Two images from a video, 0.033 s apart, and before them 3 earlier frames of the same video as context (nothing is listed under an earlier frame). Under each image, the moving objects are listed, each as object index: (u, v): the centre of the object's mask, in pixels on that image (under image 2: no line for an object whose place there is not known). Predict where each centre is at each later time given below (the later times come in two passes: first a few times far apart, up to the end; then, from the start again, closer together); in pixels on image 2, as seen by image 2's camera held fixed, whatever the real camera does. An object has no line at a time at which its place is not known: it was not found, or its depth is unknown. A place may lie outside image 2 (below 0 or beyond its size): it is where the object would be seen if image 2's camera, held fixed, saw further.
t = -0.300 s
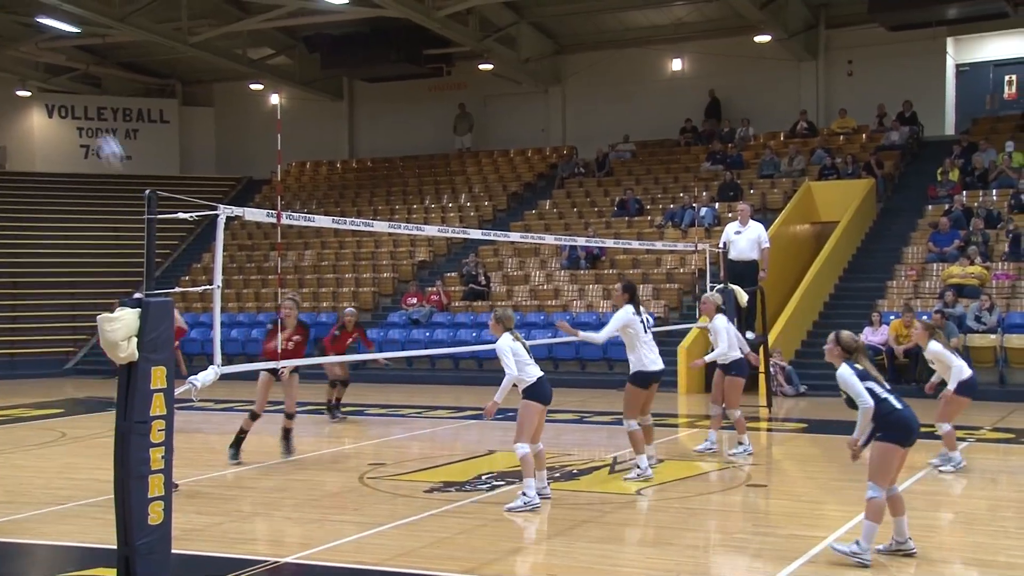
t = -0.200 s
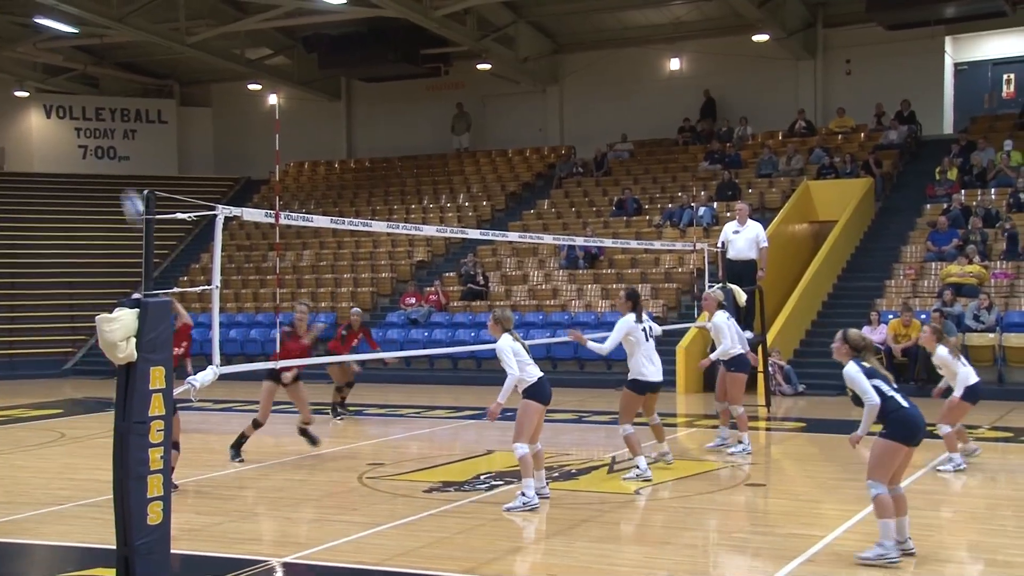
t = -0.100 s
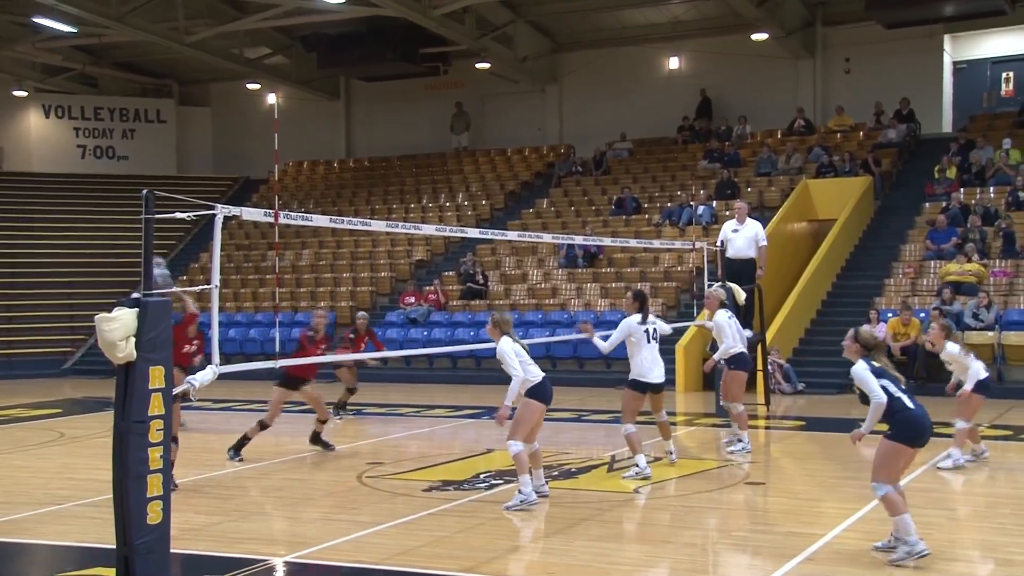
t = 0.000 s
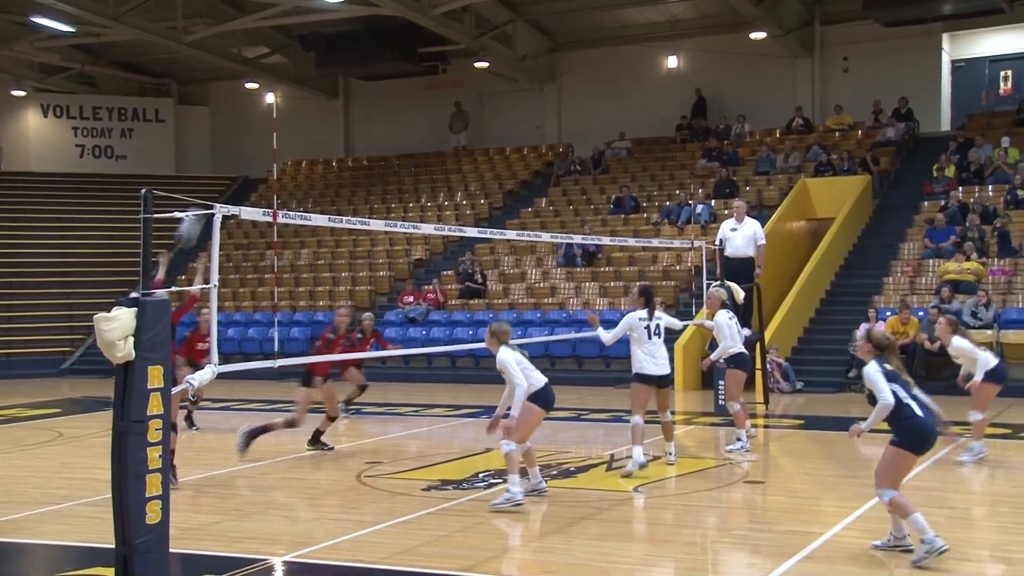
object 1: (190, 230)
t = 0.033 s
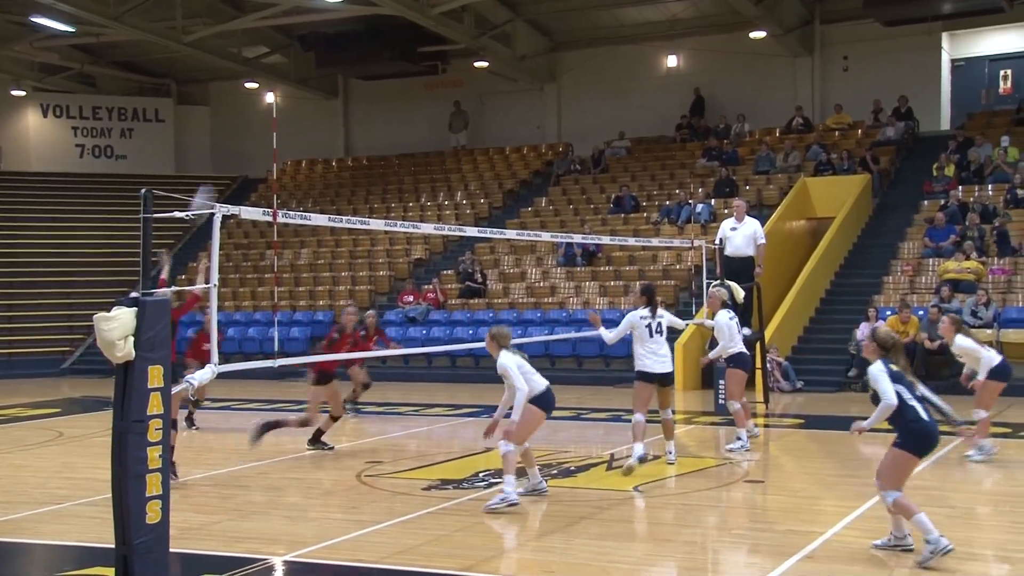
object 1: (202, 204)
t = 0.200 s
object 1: (256, 114)
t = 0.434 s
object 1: (317, 48)
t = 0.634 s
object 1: (363, 36)
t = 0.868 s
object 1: (410, 65)
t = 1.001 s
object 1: (434, 98)
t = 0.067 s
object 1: (214, 182)
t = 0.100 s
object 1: (225, 162)
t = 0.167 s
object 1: (246, 129)
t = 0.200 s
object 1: (256, 114)
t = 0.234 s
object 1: (264, 101)
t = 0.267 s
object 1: (275, 88)
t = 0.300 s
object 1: (284, 77)
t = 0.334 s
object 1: (293, 68)
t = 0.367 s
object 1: (301, 60)
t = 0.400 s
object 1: (309, 54)
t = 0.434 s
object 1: (317, 48)
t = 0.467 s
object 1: (326, 43)
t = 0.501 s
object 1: (333, 40)
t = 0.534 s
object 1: (341, 38)
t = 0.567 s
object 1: (349, 36)
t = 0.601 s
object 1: (356, 35)
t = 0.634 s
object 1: (363, 36)
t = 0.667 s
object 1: (371, 37)
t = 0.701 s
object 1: (377, 40)
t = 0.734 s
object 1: (384, 43)
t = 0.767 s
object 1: (391, 47)
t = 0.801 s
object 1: (397, 52)
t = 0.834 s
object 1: (404, 58)
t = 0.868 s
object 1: (410, 65)
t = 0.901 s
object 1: (416, 72)
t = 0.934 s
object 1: (422, 80)
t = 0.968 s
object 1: (428, 89)
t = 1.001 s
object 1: (434, 98)
